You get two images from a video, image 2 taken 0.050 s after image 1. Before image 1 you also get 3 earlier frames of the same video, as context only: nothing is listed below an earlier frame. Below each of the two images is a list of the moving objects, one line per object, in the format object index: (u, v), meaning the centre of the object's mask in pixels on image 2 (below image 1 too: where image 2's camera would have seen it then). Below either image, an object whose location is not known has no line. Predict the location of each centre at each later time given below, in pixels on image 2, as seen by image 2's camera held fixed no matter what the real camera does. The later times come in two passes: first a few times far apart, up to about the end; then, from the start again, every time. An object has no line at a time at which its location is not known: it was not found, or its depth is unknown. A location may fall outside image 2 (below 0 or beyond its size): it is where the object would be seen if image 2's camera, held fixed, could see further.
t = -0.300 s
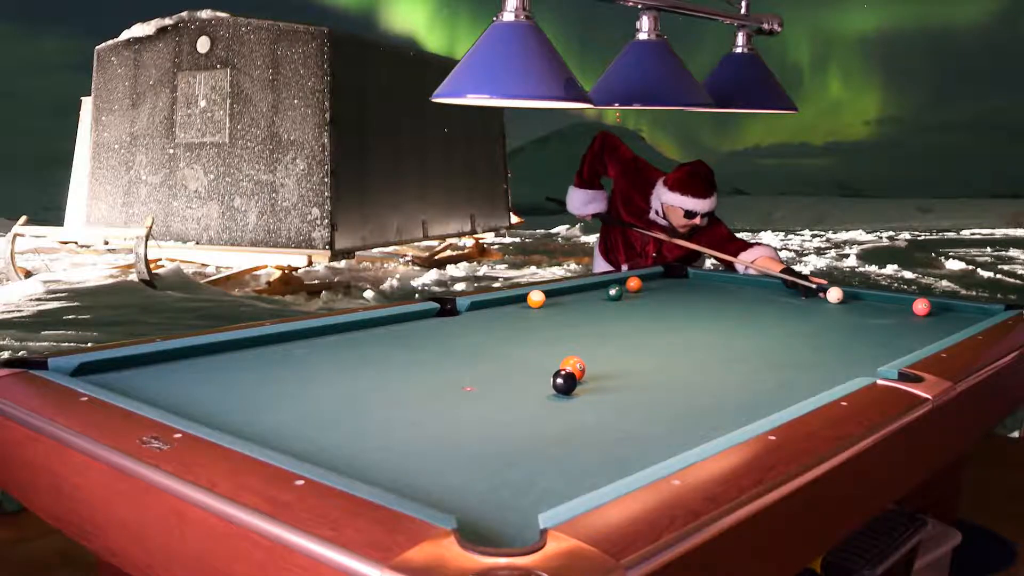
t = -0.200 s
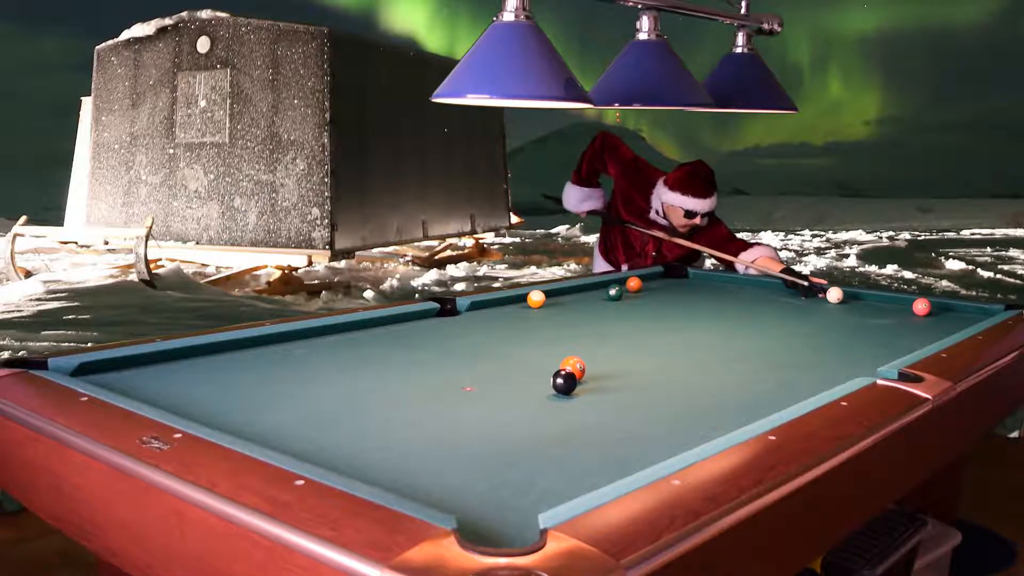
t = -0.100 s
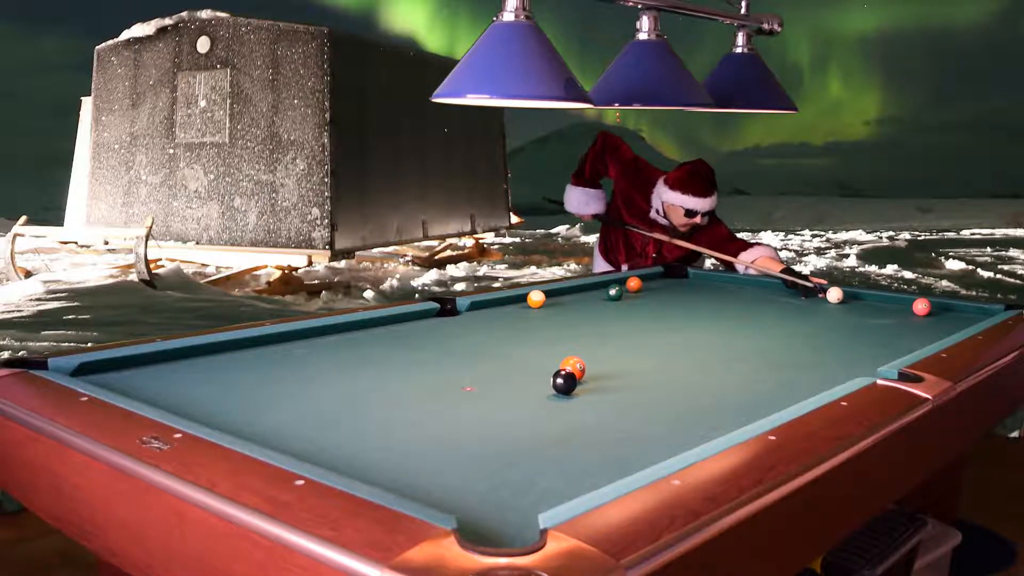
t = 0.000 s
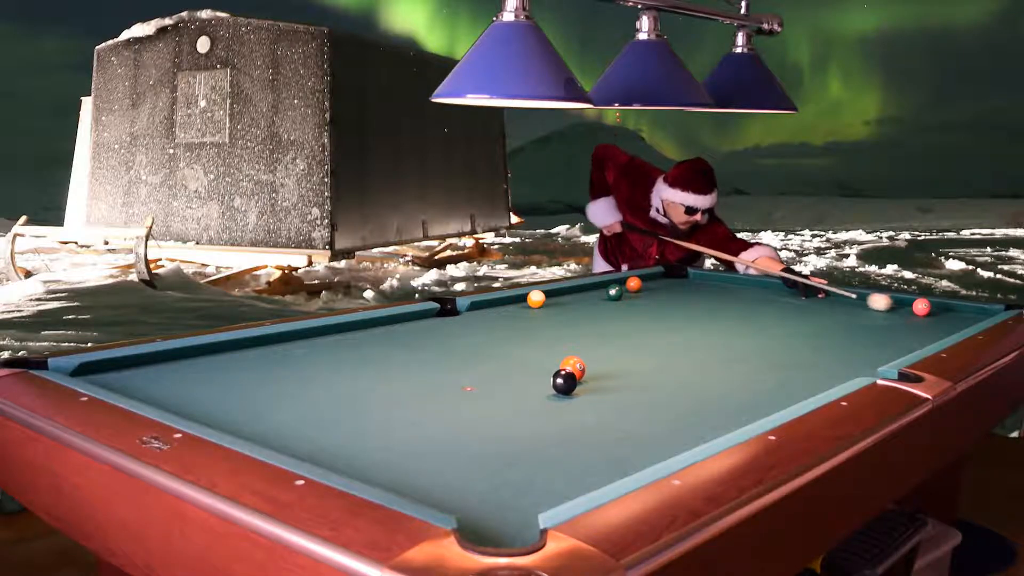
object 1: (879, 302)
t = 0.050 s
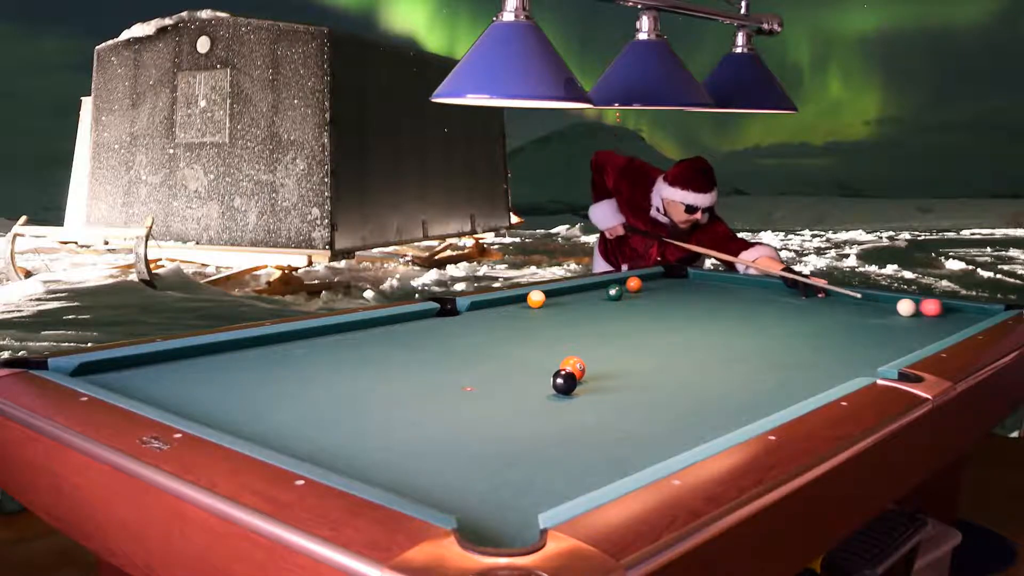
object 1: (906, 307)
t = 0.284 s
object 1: (956, 327)
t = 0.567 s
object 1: (868, 329)
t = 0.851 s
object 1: (790, 332)
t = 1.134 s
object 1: (710, 334)
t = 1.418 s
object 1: (628, 336)
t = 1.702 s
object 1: (544, 338)
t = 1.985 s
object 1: (459, 340)
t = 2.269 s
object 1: (374, 342)
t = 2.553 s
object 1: (289, 344)
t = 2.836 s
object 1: (218, 348)
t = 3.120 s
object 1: (186, 360)
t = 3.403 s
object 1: (153, 372)
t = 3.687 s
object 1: (120, 383)
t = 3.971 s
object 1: (141, 387)
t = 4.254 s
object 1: (182, 388)
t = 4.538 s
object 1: (219, 387)
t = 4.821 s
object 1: (254, 387)
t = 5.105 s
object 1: (286, 386)
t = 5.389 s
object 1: (315, 386)
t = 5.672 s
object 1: (342, 385)
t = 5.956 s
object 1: (366, 384)
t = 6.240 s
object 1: (388, 384)
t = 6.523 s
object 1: (407, 383)
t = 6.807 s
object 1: (425, 382)
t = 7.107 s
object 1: (440, 382)
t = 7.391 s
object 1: (453, 381)
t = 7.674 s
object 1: (463, 381)
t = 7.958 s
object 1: (471, 380)
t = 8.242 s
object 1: (477, 381)
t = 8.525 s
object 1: (480, 380)
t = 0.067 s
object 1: (909, 309)
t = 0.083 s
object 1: (911, 310)
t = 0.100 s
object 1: (914, 312)
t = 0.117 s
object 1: (917, 313)
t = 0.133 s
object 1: (920, 315)
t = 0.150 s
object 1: (923, 316)
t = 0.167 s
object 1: (927, 318)
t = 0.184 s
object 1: (931, 320)
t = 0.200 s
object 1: (936, 321)
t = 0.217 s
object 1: (940, 323)
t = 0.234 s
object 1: (944, 324)
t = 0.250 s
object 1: (949, 326)
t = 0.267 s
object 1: (953, 327)
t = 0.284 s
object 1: (956, 327)
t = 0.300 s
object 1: (951, 328)
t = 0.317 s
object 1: (945, 329)
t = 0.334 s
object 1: (939, 329)
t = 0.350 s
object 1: (933, 329)
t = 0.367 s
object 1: (927, 329)
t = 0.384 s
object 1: (921, 329)
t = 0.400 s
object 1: (915, 329)
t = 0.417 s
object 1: (910, 329)
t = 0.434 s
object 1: (905, 329)
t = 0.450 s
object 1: (900, 329)
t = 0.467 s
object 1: (895, 329)
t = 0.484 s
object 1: (891, 329)
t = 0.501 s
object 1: (886, 329)
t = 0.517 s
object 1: (881, 329)
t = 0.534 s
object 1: (877, 329)
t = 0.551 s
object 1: (873, 329)
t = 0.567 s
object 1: (868, 329)
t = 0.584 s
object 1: (864, 330)
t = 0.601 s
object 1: (859, 330)
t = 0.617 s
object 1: (854, 330)
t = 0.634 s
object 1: (850, 330)
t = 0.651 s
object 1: (845, 330)
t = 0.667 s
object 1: (841, 330)
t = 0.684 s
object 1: (836, 331)
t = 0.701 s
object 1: (832, 331)
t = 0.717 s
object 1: (827, 331)
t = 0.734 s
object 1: (822, 331)
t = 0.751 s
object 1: (818, 331)
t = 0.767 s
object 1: (813, 331)
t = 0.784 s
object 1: (808, 331)
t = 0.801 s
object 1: (804, 332)
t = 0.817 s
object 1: (799, 332)
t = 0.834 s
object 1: (795, 332)
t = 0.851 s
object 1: (790, 332)
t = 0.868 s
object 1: (785, 332)
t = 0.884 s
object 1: (781, 332)
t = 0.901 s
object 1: (776, 332)
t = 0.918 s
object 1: (771, 332)
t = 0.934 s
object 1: (767, 332)
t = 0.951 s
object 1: (762, 333)
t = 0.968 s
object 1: (757, 333)
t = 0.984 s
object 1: (752, 333)
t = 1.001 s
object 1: (748, 333)
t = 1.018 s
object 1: (743, 333)
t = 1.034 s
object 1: (738, 333)
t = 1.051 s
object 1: (734, 333)
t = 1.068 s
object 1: (729, 334)
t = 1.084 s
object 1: (724, 334)
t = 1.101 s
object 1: (719, 334)
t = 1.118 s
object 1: (714, 334)
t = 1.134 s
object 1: (710, 334)
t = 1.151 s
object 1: (705, 334)
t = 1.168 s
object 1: (700, 334)
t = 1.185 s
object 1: (695, 335)
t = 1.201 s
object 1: (691, 335)
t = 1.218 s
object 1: (685, 335)
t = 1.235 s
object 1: (681, 335)
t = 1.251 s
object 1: (676, 335)
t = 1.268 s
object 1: (671, 335)
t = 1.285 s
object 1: (666, 335)
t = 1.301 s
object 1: (661, 335)
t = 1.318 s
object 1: (657, 335)
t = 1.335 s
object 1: (652, 335)
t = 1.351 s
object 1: (647, 336)
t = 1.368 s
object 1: (642, 336)
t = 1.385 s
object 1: (637, 336)
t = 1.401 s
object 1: (632, 336)
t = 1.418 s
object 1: (628, 336)
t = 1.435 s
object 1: (623, 336)
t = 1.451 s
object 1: (618, 336)
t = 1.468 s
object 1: (613, 336)
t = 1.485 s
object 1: (608, 336)
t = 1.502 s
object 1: (603, 336)
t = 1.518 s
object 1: (598, 337)
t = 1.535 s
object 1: (593, 337)
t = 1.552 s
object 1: (588, 337)
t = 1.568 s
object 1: (583, 337)
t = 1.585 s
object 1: (578, 337)
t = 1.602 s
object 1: (573, 337)
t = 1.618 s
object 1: (569, 337)
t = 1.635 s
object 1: (564, 337)
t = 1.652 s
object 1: (559, 338)
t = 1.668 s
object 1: (554, 338)
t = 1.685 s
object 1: (549, 338)
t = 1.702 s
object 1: (544, 338)
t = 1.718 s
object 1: (539, 338)
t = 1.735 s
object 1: (534, 338)
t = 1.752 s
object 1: (529, 338)
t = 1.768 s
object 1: (524, 338)
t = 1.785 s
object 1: (519, 338)
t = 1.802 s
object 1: (514, 339)
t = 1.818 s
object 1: (509, 339)
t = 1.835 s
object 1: (505, 339)
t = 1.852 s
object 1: (499, 339)
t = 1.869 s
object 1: (494, 339)
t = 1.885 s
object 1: (490, 339)
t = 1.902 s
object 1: (485, 339)
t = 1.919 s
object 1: (480, 340)
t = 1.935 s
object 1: (475, 340)
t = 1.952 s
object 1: (470, 340)
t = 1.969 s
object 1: (465, 340)
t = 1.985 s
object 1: (459, 340)
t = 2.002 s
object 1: (454, 340)
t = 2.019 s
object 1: (450, 340)
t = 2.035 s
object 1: (445, 340)
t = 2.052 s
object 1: (440, 340)
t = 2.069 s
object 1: (434, 341)
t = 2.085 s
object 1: (429, 341)
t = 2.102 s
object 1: (424, 341)
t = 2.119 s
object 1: (419, 341)
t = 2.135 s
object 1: (414, 341)
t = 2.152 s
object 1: (410, 341)
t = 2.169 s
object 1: (404, 341)
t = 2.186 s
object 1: (399, 341)
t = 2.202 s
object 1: (394, 342)
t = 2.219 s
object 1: (389, 342)
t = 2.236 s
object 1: (384, 342)
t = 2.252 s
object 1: (379, 342)
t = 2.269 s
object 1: (374, 342)
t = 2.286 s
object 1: (369, 342)
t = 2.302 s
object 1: (364, 342)
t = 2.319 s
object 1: (359, 342)
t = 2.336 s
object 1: (354, 342)
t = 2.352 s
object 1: (349, 342)
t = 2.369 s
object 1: (344, 343)
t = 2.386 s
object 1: (339, 343)
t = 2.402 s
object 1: (334, 343)
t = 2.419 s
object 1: (329, 343)
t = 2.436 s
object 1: (324, 343)
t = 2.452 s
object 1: (319, 343)
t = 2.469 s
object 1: (314, 344)
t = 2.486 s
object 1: (309, 343)
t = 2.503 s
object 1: (304, 343)
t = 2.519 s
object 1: (299, 344)
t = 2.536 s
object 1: (294, 344)
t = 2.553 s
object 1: (289, 344)
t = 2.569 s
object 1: (284, 344)
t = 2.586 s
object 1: (279, 344)
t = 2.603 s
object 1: (274, 345)
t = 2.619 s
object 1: (269, 344)
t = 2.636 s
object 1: (264, 344)
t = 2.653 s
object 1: (259, 344)
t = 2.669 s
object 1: (254, 345)
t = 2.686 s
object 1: (249, 345)
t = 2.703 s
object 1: (244, 345)
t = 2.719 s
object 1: (239, 345)
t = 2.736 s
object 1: (234, 345)
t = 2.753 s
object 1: (229, 345)
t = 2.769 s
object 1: (225, 345)
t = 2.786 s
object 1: (223, 346)
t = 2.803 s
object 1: (221, 347)
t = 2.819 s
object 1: (219, 347)
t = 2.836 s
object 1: (218, 348)
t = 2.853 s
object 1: (216, 349)
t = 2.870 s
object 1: (214, 349)
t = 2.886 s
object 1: (212, 350)
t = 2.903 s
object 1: (210, 351)
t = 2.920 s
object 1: (208, 351)
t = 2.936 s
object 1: (207, 352)
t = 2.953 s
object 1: (205, 353)
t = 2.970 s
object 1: (203, 353)
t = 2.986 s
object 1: (201, 354)
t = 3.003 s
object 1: (199, 355)
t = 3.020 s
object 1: (197, 356)
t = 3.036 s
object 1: (196, 356)
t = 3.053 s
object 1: (194, 357)
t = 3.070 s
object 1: (192, 358)
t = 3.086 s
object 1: (190, 358)
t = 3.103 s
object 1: (188, 359)
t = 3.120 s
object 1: (186, 360)
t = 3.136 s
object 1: (184, 361)
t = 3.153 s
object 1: (183, 361)
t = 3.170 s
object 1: (180, 362)
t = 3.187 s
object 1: (179, 363)
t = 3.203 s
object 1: (177, 363)
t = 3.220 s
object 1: (175, 364)
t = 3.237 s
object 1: (173, 365)
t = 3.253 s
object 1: (171, 365)
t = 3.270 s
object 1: (169, 366)
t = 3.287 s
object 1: (167, 367)
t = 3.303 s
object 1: (165, 368)
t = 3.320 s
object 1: (163, 368)
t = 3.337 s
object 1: (161, 369)
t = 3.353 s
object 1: (159, 370)
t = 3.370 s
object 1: (157, 371)
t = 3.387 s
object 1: (155, 372)
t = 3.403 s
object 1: (153, 372)
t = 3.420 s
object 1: (152, 373)
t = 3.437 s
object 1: (150, 374)
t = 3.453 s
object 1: (148, 374)
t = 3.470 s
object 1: (146, 375)
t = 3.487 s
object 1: (144, 376)
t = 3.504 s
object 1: (142, 377)
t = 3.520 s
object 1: (140, 377)
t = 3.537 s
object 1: (138, 378)
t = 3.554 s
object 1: (135, 378)
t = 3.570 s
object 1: (134, 379)
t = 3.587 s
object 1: (131, 380)
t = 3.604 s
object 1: (130, 380)
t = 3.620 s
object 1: (128, 381)
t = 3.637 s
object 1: (126, 382)
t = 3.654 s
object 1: (124, 382)
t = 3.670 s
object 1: (122, 383)
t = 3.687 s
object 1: (120, 383)
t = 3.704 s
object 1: (118, 383)
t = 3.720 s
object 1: (117, 383)
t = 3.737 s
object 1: (115, 384)
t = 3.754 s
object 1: (114, 384)
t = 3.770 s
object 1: (113, 384)
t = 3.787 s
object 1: (115, 384)
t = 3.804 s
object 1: (117, 384)
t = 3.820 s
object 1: (120, 385)
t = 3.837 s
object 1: (123, 385)
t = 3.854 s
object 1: (125, 386)
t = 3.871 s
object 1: (127, 386)
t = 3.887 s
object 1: (130, 386)
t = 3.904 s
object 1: (132, 387)
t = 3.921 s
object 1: (134, 387)
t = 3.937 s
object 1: (137, 387)
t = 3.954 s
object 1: (139, 387)
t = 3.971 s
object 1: (141, 387)
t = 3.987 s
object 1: (143, 387)
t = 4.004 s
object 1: (146, 387)
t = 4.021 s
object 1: (148, 388)
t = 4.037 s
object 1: (151, 388)
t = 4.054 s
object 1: (154, 388)
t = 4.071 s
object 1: (156, 388)
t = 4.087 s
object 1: (158, 388)
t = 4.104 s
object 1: (161, 388)
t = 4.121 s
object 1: (163, 388)
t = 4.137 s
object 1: (166, 388)
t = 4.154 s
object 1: (168, 388)
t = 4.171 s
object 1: (170, 388)
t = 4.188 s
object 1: (173, 388)
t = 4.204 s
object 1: (175, 388)
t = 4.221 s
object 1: (177, 388)
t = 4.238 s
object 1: (180, 388)
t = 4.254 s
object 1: (182, 388)
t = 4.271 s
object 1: (184, 388)
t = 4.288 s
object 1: (187, 387)
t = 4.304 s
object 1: (189, 387)
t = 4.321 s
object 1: (191, 388)
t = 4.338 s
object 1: (193, 388)
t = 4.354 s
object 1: (196, 388)
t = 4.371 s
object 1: (198, 388)
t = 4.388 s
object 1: (200, 388)
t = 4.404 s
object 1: (202, 388)
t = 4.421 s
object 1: (204, 388)
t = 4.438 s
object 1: (206, 388)
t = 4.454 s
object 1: (208, 388)
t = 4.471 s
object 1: (210, 388)
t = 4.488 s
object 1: (212, 388)
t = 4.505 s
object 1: (215, 387)
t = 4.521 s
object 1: (217, 387)
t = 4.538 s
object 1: (219, 387)
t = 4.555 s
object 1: (221, 388)
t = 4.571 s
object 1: (223, 387)
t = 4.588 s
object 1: (225, 387)
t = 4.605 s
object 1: (228, 387)
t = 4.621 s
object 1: (230, 387)
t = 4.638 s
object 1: (232, 387)
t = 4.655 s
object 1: (234, 387)
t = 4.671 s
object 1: (236, 387)
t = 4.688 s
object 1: (238, 387)
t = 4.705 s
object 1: (240, 387)
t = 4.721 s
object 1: (242, 387)
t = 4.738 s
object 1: (244, 387)
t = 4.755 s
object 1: (246, 387)
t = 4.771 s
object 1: (248, 387)
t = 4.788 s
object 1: (250, 387)
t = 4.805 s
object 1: (252, 387)
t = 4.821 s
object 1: (254, 387)
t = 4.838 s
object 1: (256, 387)
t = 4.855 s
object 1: (258, 387)
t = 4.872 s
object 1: (260, 387)
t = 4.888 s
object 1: (262, 387)
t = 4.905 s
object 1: (264, 387)
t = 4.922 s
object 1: (266, 387)
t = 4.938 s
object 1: (267, 387)
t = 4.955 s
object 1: (270, 387)
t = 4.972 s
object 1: (272, 386)
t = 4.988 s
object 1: (273, 386)
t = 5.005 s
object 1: (275, 387)
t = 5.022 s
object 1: (277, 386)
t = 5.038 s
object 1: (278, 386)
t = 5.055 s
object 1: (280, 386)
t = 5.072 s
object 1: (282, 386)
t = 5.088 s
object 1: (284, 386)
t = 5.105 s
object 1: (286, 386)
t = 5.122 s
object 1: (288, 386)
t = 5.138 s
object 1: (290, 386)
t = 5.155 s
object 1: (292, 386)
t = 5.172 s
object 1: (293, 386)
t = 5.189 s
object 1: (295, 386)
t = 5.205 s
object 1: (297, 386)
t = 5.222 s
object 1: (298, 386)
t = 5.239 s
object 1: (300, 386)
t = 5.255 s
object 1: (302, 386)
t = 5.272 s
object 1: (304, 386)
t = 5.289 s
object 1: (305, 386)
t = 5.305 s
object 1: (307, 386)
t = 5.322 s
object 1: (308, 386)
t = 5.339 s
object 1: (310, 386)
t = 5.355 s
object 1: (312, 385)
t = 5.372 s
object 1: (314, 386)
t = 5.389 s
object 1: (315, 386)
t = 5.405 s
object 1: (317, 386)
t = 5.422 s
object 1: (319, 385)
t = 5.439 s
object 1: (320, 386)
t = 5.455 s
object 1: (322, 385)
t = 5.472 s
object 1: (323, 385)
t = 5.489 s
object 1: (325, 385)
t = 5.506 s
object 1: (326, 385)
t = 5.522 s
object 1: (328, 385)
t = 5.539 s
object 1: (330, 385)
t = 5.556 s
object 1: (331, 385)
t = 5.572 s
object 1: (333, 385)
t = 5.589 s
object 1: (334, 385)
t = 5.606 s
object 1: (336, 385)
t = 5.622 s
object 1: (337, 385)
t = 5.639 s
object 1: (339, 385)
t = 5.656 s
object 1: (340, 385)
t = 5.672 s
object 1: (342, 385)
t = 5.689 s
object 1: (344, 385)
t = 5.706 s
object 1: (345, 385)
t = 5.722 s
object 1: (347, 385)
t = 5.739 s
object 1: (348, 385)
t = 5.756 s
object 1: (349, 385)
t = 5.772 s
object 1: (351, 385)
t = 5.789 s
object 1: (352, 385)
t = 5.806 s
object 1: (354, 385)
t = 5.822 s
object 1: (355, 385)
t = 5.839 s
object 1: (357, 385)
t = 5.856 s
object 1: (358, 385)
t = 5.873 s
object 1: (359, 385)
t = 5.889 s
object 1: (361, 385)
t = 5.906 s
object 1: (362, 385)
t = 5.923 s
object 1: (363, 385)
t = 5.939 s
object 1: (365, 385)
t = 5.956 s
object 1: (366, 384)
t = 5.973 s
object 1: (367, 384)
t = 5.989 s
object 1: (369, 384)
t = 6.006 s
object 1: (370, 384)
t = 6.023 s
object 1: (371, 384)
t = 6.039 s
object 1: (373, 384)
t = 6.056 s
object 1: (374, 384)
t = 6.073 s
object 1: (376, 384)
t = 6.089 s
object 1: (377, 384)
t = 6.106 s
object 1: (378, 384)
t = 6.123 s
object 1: (379, 384)
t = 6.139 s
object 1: (380, 384)
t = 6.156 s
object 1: (382, 384)
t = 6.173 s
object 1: (383, 384)
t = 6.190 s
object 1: (384, 384)
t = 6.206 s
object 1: (385, 384)
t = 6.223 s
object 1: (387, 384)
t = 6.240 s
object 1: (388, 384)
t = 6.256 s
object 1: (389, 384)
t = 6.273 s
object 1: (390, 384)
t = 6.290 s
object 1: (391, 384)
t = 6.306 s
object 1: (393, 384)
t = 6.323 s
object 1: (394, 383)
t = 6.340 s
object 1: (395, 383)
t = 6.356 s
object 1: (396, 383)
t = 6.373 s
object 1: (397, 383)
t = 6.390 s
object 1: (398, 383)
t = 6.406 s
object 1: (400, 383)
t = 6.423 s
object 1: (401, 383)
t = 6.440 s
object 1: (402, 383)
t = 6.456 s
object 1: (403, 383)
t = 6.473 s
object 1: (404, 383)
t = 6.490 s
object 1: (405, 383)
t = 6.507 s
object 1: (406, 383)
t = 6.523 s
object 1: (407, 383)
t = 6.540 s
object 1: (409, 383)
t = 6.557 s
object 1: (409, 383)
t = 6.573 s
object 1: (410, 383)
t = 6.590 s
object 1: (412, 383)
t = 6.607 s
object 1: (413, 383)
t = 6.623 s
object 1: (414, 383)
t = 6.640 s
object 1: (415, 383)
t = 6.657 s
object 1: (416, 383)
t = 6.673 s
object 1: (417, 383)
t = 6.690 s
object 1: (418, 383)
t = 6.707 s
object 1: (419, 382)
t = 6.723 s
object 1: (420, 383)
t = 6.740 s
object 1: (421, 383)
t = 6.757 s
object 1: (422, 383)
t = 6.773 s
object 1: (423, 382)
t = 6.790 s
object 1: (424, 382)
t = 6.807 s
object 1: (425, 382)
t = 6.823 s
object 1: (425, 382)
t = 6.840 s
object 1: (427, 382)
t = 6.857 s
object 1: (428, 382)
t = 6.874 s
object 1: (429, 382)
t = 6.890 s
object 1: (429, 382)
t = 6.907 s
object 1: (430, 382)
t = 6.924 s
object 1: (431, 382)
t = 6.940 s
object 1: (432, 382)
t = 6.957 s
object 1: (433, 382)
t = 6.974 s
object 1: (434, 382)
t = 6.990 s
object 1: (434, 382)
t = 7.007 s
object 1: (436, 382)
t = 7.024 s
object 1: (436, 382)
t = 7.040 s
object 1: (437, 382)
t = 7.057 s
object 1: (438, 382)
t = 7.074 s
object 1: (439, 382)
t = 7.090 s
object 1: (440, 382)
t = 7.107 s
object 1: (440, 382)
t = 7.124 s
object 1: (441, 382)
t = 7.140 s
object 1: (442, 382)
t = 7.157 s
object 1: (442, 382)
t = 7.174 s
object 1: (443, 382)
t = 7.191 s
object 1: (444, 382)
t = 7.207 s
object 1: (445, 382)
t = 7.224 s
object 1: (445, 381)
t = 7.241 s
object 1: (446, 381)
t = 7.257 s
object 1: (447, 381)
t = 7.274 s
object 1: (447, 382)
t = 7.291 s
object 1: (448, 381)
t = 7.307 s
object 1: (449, 381)
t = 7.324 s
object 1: (450, 381)
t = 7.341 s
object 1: (451, 381)
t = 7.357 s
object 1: (451, 381)
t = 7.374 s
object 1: (452, 381)
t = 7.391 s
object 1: (453, 381)
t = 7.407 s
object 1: (453, 381)
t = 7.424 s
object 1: (454, 381)
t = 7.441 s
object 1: (455, 381)
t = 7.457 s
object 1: (455, 381)
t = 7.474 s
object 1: (456, 381)
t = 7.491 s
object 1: (457, 381)
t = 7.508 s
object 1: (457, 381)
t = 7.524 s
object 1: (458, 381)
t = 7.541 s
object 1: (458, 381)
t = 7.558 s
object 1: (459, 381)
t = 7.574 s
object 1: (459, 380)
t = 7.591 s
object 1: (460, 380)
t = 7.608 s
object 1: (460, 380)
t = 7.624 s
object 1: (461, 381)
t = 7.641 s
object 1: (462, 381)
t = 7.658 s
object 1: (462, 381)
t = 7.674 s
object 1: (463, 381)
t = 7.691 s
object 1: (463, 381)
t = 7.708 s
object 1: (464, 381)
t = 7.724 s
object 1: (464, 381)
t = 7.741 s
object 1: (465, 381)
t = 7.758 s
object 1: (465, 381)
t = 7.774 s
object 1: (466, 381)
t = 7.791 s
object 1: (466, 381)
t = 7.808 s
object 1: (467, 381)
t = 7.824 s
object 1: (467, 380)
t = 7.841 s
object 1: (468, 380)
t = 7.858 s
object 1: (468, 380)
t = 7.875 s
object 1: (469, 380)
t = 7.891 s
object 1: (469, 380)
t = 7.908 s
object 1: (469, 380)
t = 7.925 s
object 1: (470, 381)
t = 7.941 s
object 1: (470, 381)
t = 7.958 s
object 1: (471, 380)
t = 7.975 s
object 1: (471, 380)
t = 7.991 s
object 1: (471, 381)
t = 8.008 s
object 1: (472, 381)
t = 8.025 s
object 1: (472, 380)
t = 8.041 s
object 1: (472, 380)
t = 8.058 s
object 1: (473, 381)
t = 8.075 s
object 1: (473, 380)
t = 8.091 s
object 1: (473, 380)
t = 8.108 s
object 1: (474, 380)
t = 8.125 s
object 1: (474, 380)
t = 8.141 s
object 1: (475, 381)
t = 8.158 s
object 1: (475, 380)
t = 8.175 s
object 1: (475, 380)
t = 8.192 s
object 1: (476, 381)
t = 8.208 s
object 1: (476, 381)
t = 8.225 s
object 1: (476, 381)
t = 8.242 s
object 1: (477, 381)
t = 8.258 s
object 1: (477, 381)
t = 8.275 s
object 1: (477, 381)
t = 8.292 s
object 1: (477, 380)
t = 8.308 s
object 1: (478, 380)
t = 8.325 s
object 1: (478, 380)
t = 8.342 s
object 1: (478, 380)
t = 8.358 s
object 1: (478, 380)
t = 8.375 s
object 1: (479, 380)
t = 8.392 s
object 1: (479, 380)
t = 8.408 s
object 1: (479, 380)
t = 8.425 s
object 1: (479, 380)
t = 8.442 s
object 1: (479, 380)
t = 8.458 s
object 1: (479, 380)
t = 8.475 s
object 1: (479, 380)
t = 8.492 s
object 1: (480, 380)
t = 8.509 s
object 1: (480, 380)
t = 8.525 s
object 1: (480, 380)
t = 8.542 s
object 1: (480, 380)
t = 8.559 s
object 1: (480, 380)
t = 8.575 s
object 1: (480, 380)
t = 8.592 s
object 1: (480, 380)
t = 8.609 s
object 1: (480, 380)
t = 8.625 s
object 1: (480, 380)
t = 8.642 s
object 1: (480, 380)
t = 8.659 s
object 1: (480, 380)
